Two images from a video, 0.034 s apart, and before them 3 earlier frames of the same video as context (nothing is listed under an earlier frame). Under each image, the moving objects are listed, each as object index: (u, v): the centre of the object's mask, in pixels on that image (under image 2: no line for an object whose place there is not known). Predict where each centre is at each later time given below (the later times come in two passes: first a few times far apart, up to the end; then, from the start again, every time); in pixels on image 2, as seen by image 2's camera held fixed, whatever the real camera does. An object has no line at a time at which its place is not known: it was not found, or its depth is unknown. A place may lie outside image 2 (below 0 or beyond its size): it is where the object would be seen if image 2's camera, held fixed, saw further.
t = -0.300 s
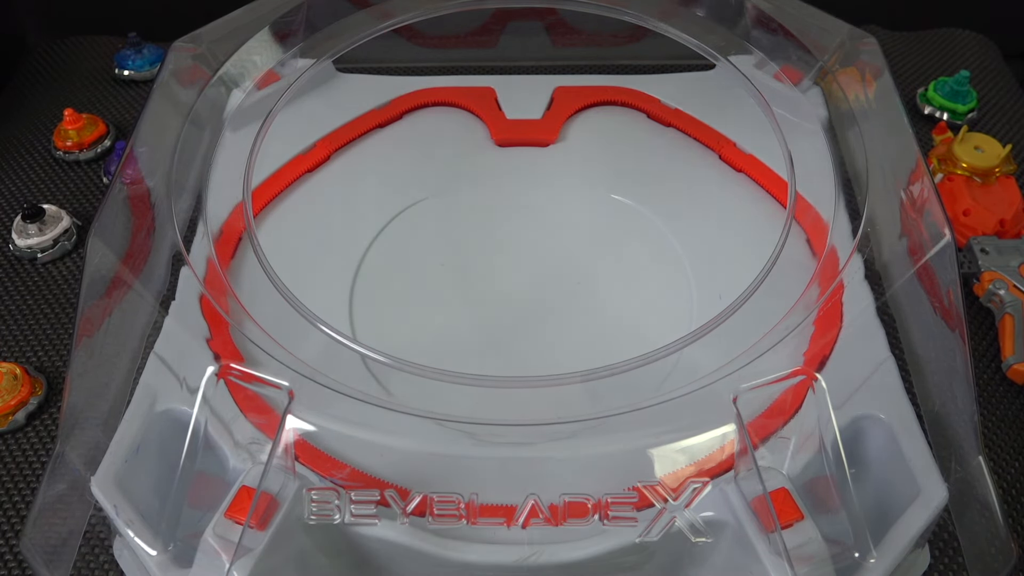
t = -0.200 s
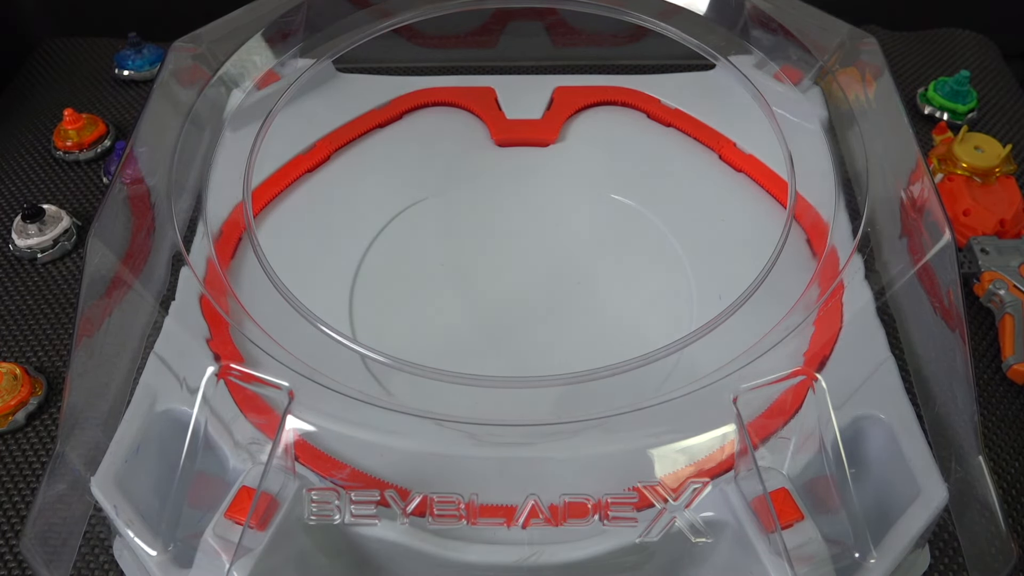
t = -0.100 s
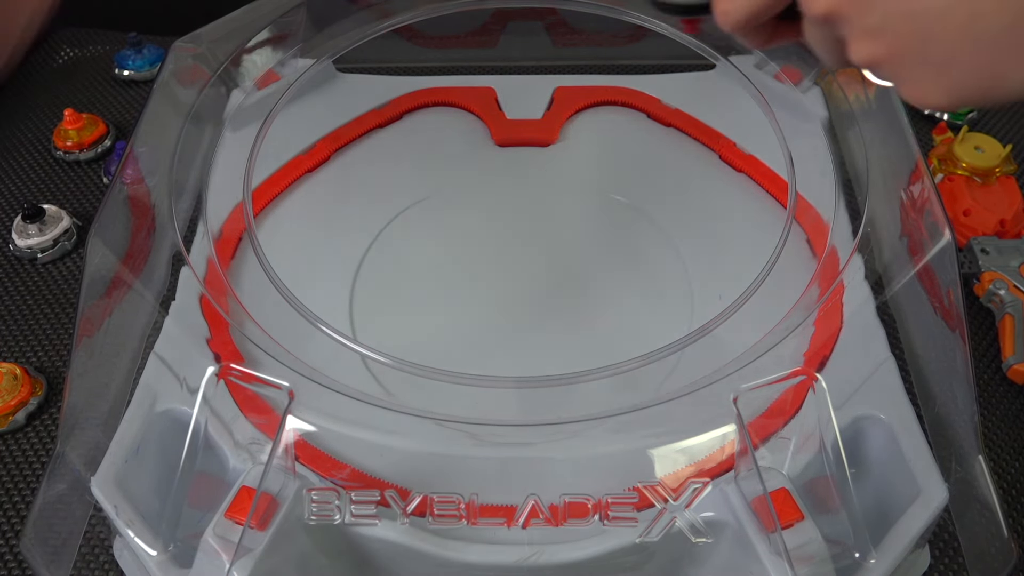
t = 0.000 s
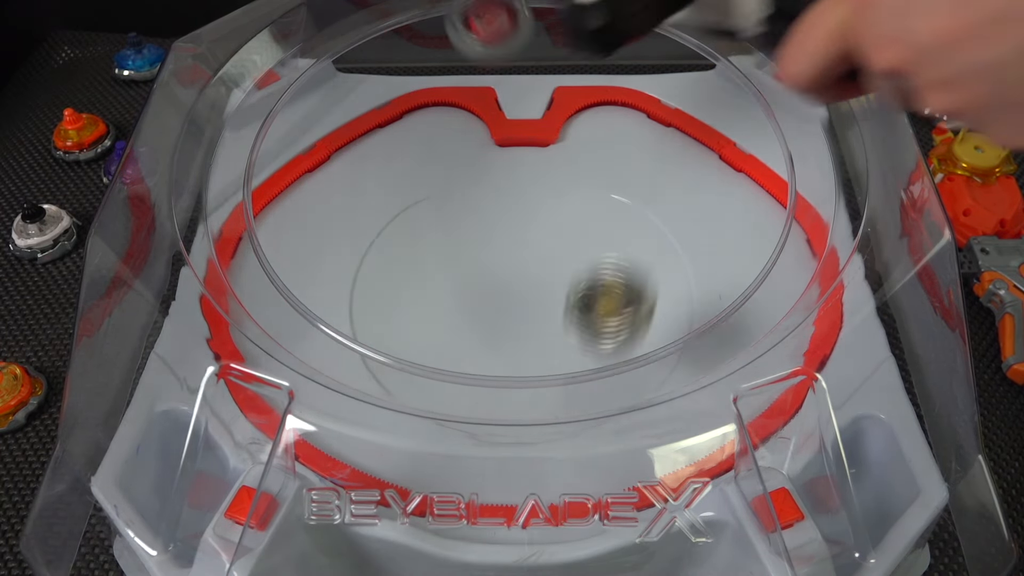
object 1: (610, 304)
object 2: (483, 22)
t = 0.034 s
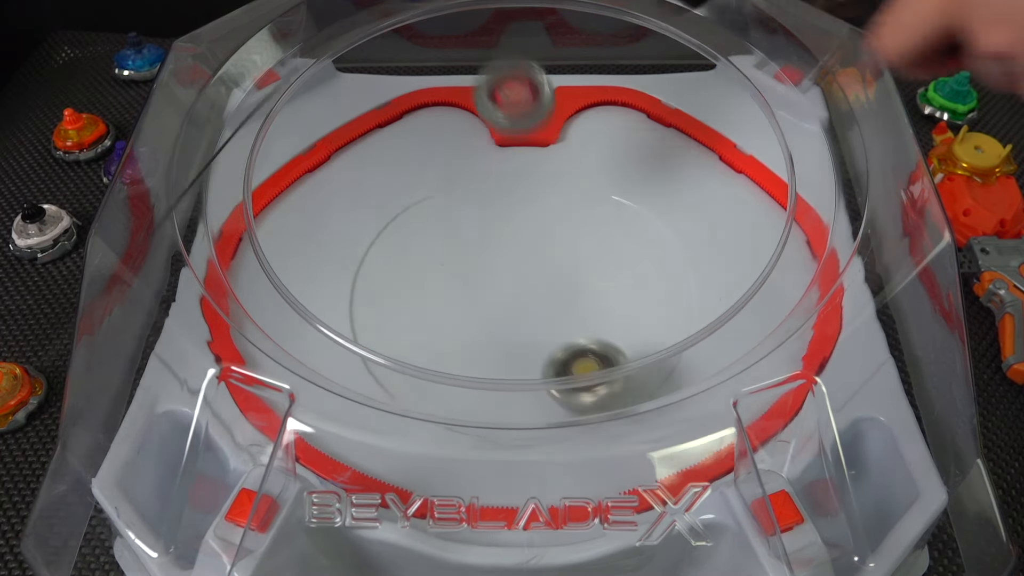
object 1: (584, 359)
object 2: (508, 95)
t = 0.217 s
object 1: (449, 400)
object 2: (600, 212)
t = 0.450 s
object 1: (330, 414)
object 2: (638, 277)
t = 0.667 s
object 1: (365, 414)
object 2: (608, 265)
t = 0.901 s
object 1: (453, 452)
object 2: (581, 234)
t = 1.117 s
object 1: (568, 403)
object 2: (604, 232)
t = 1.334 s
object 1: (575, 287)
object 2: (575, 221)
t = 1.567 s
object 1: (423, 351)
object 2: (607, 87)
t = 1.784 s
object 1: (484, 331)
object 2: (624, 123)
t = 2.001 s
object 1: (501, 294)
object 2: (569, 144)
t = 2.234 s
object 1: (423, 346)
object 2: (572, 179)
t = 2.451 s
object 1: (620, 157)
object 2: (771, 344)
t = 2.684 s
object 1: (494, 214)
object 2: (734, 71)
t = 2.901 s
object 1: (403, 432)
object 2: (538, 169)
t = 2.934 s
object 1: (413, 447)
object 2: (515, 218)
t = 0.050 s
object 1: (574, 354)
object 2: (520, 136)
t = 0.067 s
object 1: (563, 349)
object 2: (530, 174)
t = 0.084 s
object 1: (551, 342)
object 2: (537, 199)
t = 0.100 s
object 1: (536, 336)
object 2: (546, 188)
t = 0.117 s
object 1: (523, 334)
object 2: (553, 182)
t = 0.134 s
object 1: (510, 337)
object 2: (561, 179)
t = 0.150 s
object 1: (496, 344)
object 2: (568, 179)
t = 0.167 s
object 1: (487, 353)
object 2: (577, 182)
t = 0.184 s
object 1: (478, 360)
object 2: (585, 189)
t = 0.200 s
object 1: (460, 385)
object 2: (592, 199)
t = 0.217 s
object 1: (449, 400)
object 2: (600, 212)
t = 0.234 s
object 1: (440, 399)
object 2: (607, 228)
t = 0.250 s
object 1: (426, 396)
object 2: (613, 241)
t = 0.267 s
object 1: (415, 392)
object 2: (617, 242)
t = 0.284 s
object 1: (409, 391)
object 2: (621, 245)
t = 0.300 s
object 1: (399, 390)
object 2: (625, 251)
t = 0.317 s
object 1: (387, 402)
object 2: (629, 257)
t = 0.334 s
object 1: (379, 408)
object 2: (631, 260)
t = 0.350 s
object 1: (370, 405)
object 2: (634, 264)
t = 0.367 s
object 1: (363, 404)
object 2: (636, 267)
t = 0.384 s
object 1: (355, 407)
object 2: (637, 270)
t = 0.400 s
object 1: (348, 411)
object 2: (638, 272)
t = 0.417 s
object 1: (337, 414)
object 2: (639, 274)
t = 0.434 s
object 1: (333, 414)
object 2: (639, 276)
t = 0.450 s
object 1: (330, 414)
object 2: (638, 277)
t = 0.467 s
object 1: (327, 414)
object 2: (637, 278)
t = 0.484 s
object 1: (325, 415)
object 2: (636, 279)
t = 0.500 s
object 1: (326, 414)
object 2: (634, 279)
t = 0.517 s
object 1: (327, 414)
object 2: (632, 279)
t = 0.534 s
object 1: (330, 413)
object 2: (630, 279)
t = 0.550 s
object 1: (333, 413)
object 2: (627, 277)
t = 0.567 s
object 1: (335, 413)
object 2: (625, 277)
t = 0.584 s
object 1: (338, 414)
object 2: (622, 275)
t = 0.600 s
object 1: (347, 410)
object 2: (619, 273)
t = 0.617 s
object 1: (351, 411)
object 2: (616, 272)
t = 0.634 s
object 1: (355, 412)
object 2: (613, 270)
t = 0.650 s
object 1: (360, 413)
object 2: (611, 267)
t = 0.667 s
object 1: (365, 414)
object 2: (608, 265)
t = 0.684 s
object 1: (369, 417)
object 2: (605, 262)
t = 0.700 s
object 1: (373, 419)
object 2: (602, 260)
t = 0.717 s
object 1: (377, 423)
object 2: (600, 257)
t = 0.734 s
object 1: (376, 431)
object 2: (597, 254)
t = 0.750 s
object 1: (381, 435)
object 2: (595, 252)
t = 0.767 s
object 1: (387, 438)
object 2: (593, 249)
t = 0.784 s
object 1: (392, 442)
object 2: (591, 246)
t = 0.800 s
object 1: (398, 445)
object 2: (590, 244)
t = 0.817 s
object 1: (403, 448)
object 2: (588, 241)
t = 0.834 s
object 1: (412, 450)
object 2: (586, 240)
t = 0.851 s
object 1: (421, 451)
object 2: (584, 238)
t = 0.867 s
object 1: (431, 451)
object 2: (583, 236)
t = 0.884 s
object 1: (442, 451)
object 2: (582, 235)
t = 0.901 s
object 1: (453, 452)
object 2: (581, 234)
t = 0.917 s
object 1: (464, 452)
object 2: (581, 233)
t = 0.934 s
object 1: (475, 452)
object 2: (581, 233)
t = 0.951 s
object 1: (485, 452)
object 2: (582, 233)
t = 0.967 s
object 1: (495, 449)
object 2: (584, 233)
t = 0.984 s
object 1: (505, 446)
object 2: (585, 233)
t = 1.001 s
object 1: (515, 442)
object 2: (587, 234)
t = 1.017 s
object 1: (525, 438)
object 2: (589, 234)
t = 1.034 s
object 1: (533, 434)
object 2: (591, 234)
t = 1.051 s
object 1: (541, 429)
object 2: (594, 234)
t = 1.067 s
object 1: (548, 424)
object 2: (597, 234)
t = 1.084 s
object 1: (556, 418)
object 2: (599, 233)
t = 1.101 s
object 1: (562, 411)
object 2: (602, 233)
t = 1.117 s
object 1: (568, 403)
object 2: (604, 232)
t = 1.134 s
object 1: (573, 401)
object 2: (606, 232)
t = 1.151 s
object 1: (577, 401)
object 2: (610, 229)
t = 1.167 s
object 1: (580, 391)
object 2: (611, 227)
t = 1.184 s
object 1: (586, 385)
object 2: (612, 225)
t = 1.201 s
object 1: (586, 367)
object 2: (612, 223)
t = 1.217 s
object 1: (586, 357)
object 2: (611, 221)
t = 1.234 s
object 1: (589, 352)
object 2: (609, 219)
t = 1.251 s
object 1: (590, 344)
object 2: (605, 217)
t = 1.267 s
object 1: (590, 332)
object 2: (601, 215)
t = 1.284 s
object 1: (588, 321)
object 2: (595, 215)
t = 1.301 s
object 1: (584, 309)
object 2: (588, 218)
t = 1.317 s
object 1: (580, 298)
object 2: (581, 220)
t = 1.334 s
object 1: (575, 287)
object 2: (575, 221)
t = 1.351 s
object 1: (562, 288)
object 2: (571, 213)
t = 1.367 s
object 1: (545, 296)
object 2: (569, 188)
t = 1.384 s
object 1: (528, 307)
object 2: (567, 166)
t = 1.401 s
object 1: (510, 321)
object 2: (565, 147)
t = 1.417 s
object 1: (493, 331)
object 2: (565, 130)
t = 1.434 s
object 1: (476, 339)
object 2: (563, 117)
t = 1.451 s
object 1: (461, 345)
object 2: (561, 100)
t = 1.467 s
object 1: (449, 350)
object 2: (567, 89)
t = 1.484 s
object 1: (439, 351)
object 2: (573, 81)
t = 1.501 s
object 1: (431, 353)
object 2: (580, 77)
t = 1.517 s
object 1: (416, 365)
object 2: (587, 76)
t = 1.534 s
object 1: (411, 364)
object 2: (594, 78)
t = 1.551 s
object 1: (415, 358)
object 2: (601, 83)
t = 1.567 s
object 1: (423, 351)
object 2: (607, 87)
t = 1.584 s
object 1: (425, 351)
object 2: (612, 92)
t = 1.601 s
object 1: (427, 350)
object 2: (616, 96)
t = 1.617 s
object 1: (429, 349)
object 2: (619, 101)
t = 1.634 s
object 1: (433, 349)
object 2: (621, 105)
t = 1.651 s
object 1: (437, 347)
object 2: (623, 109)
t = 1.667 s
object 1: (440, 345)
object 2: (624, 112)
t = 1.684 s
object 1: (445, 342)
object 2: (625, 115)
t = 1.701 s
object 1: (451, 341)
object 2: (626, 117)
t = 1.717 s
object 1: (458, 338)
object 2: (626, 119)
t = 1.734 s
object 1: (464, 335)
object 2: (626, 121)
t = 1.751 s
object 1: (471, 334)
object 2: (625, 122)
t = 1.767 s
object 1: (477, 333)
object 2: (625, 122)
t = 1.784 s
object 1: (484, 331)
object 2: (624, 123)
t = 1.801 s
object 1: (489, 330)
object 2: (622, 123)
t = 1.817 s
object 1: (494, 328)
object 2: (621, 122)
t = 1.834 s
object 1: (499, 326)
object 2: (619, 123)
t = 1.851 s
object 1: (502, 324)
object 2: (617, 123)
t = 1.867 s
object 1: (505, 322)
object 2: (615, 123)
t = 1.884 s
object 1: (507, 320)
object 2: (611, 123)
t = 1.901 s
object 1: (508, 317)
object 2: (607, 123)
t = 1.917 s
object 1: (508, 313)
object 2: (603, 124)
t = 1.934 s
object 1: (508, 310)
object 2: (598, 126)
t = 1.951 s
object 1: (507, 306)
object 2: (593, 129)
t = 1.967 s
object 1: (506, 302)
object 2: (587, 132)
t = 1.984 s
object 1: (503, 299)
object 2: (578, 138)
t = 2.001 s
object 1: (501, 294)
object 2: (569, 144)
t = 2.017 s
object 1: (497, 290)
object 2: (560, 150)
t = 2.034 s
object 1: (493, 286)
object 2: (549, 157)
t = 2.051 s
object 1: (489, 282)
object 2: (537, 166)
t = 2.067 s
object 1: (485, 278)
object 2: (524, 176)
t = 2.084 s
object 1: (479, 274)
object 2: (509, 187)
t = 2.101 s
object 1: (474, 271)
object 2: (495, 198)
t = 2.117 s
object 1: (459, 277)
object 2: (485, 207)
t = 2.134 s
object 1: (421, 326)
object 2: (499, 168)
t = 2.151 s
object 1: (382, 369)
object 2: (512, 131)
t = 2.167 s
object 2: (523, 117)
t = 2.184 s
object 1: (333, 442)
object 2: (535, 126)
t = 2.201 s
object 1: (362, 408)
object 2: (548, 139)
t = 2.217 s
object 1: (393, 378)
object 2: (559, 156)
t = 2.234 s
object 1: (423, 346)
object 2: (572, 179)
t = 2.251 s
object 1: (450, 328)
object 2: (585, 205)
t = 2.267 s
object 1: (479, 310)
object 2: (597, 237)
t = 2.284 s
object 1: (506, 297)
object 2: (610, 268)
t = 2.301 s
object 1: (533, 287)
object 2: (619, 285)
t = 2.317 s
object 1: (558, 281)
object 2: (631, 303)
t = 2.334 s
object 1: (571, 264)
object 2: (648, 323)
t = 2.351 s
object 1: (583, 251)
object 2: (662, 327)
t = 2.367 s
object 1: (592, 241)
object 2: (685, 352)
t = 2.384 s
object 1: (600, 231)
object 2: (703, 376)
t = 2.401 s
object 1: (606, 208)
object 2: (722, 397)
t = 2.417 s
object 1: (612, 190)
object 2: (741, 408)
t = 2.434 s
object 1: (617, 174)
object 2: (766, 390)
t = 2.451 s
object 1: (620, 157)
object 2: (771, 344)
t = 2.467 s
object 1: (620, 139)
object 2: (778, 309)
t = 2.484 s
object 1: (620, 123)
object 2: (790, 281)
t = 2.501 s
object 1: (622, 111)
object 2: (793, 253)
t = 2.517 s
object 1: (622, 103)
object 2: (800, 232)
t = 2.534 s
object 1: (621, 91)
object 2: (806, 215)
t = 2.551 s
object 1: (618, 77)
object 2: (816, 199)
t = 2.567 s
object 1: (609, 72)
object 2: (820, 186)
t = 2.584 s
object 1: (595, 79)
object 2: (823, 161)
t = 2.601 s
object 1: (579, 89)
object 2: (817, 143)
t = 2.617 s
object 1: (564, 105)
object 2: (807, 124)
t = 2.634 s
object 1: (546, 125)
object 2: (794, 102)
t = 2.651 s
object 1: (530, 149)
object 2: (780, 86)
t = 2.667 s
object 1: (512, 183)
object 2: (757, 78)
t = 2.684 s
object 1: (494, 214)
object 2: (734, 71)
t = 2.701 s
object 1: (474, 250)
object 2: (711, 65)
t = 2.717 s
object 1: (459, 270)
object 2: (687, 61)
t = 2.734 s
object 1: (445, 287)
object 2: (672, 53)
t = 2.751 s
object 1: (429, 311)
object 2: (656, 53)
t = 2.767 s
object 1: (415, 331)
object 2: (641, 56)
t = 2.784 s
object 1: (405, 340)
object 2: (624, 61)
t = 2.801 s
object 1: (393, 360)
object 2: (609, 66)
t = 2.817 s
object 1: (392, 369)
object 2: (594, 74)
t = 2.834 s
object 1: (396, 375)
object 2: (578, 86)
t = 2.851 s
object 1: (394, 398)
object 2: (565, 101)
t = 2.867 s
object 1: (397, 408)
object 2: (557, 122)
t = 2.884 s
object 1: (398, 426)
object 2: (548, 147)
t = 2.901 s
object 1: (403, 432)
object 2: (538, 169)
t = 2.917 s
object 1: (406, 444)
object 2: (528, 193)
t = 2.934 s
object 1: (413, 447)
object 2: (515, 218)
